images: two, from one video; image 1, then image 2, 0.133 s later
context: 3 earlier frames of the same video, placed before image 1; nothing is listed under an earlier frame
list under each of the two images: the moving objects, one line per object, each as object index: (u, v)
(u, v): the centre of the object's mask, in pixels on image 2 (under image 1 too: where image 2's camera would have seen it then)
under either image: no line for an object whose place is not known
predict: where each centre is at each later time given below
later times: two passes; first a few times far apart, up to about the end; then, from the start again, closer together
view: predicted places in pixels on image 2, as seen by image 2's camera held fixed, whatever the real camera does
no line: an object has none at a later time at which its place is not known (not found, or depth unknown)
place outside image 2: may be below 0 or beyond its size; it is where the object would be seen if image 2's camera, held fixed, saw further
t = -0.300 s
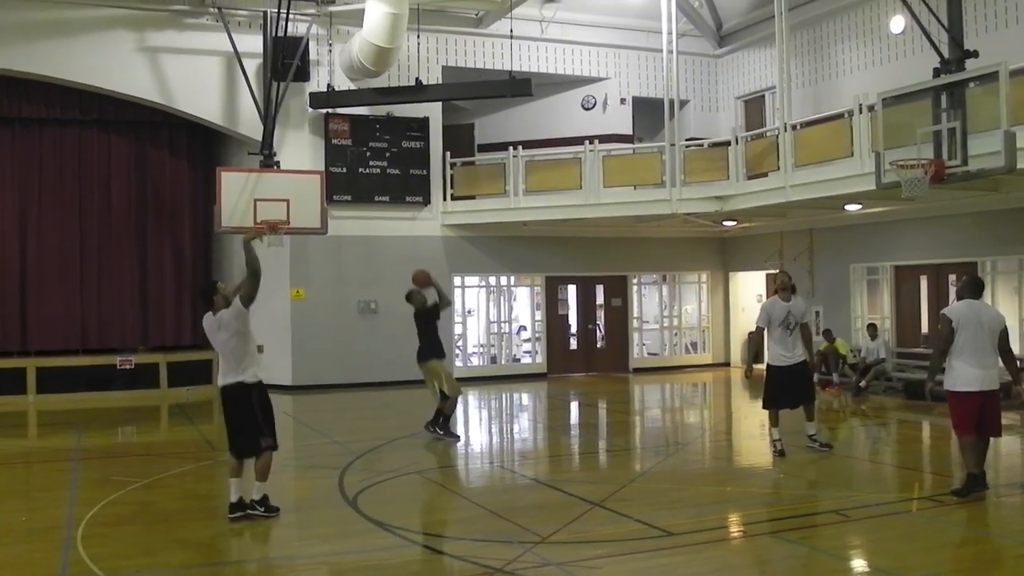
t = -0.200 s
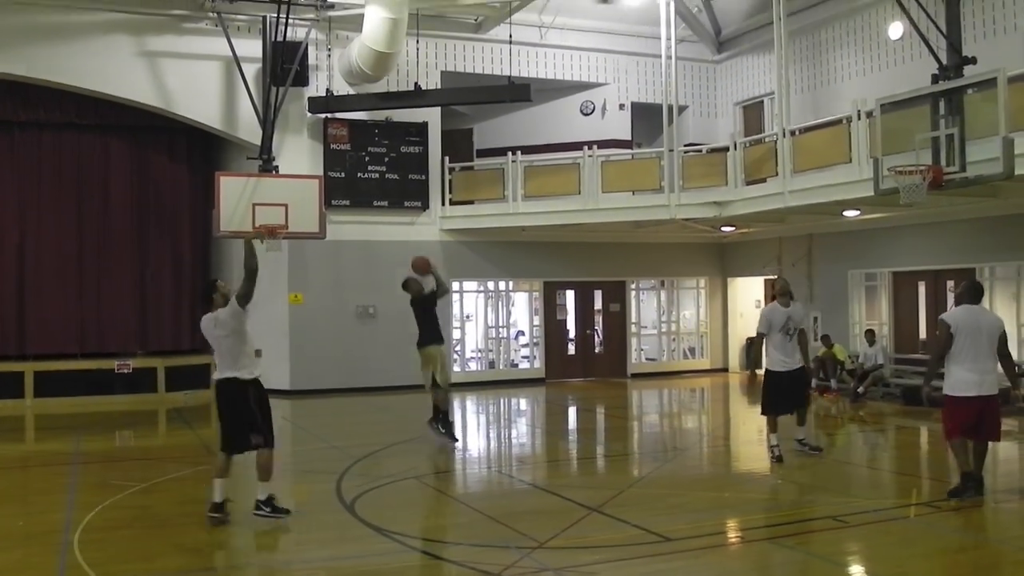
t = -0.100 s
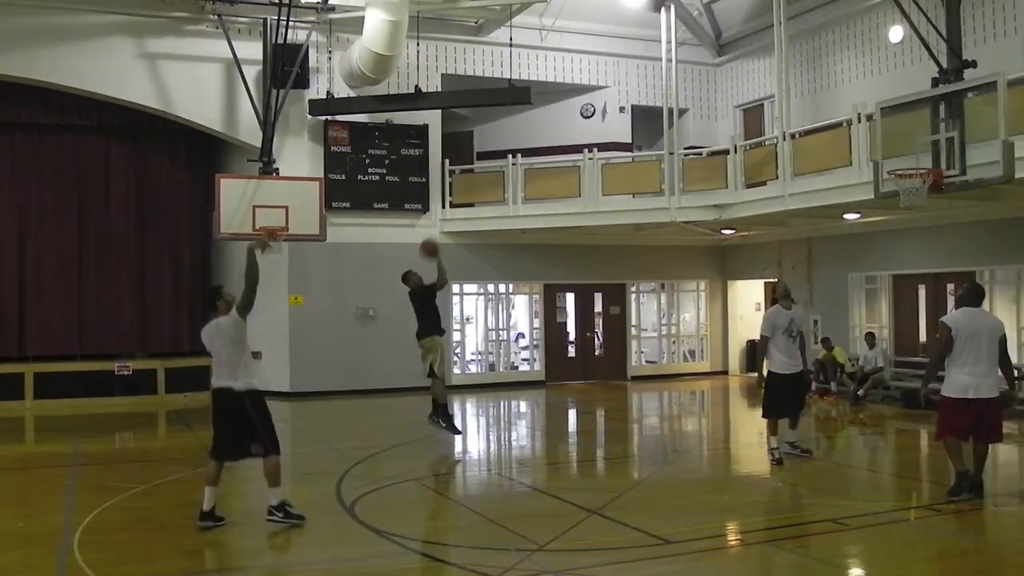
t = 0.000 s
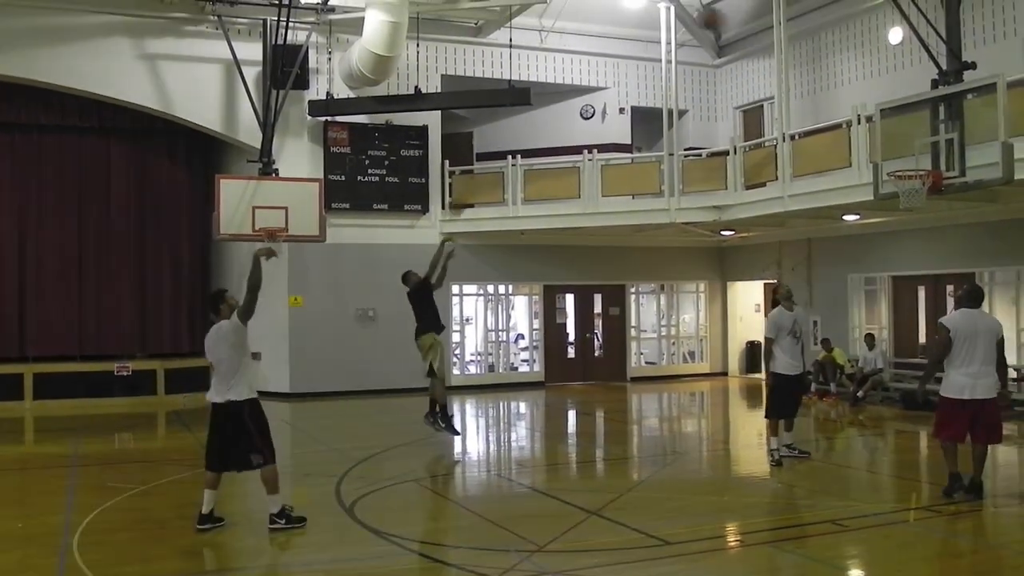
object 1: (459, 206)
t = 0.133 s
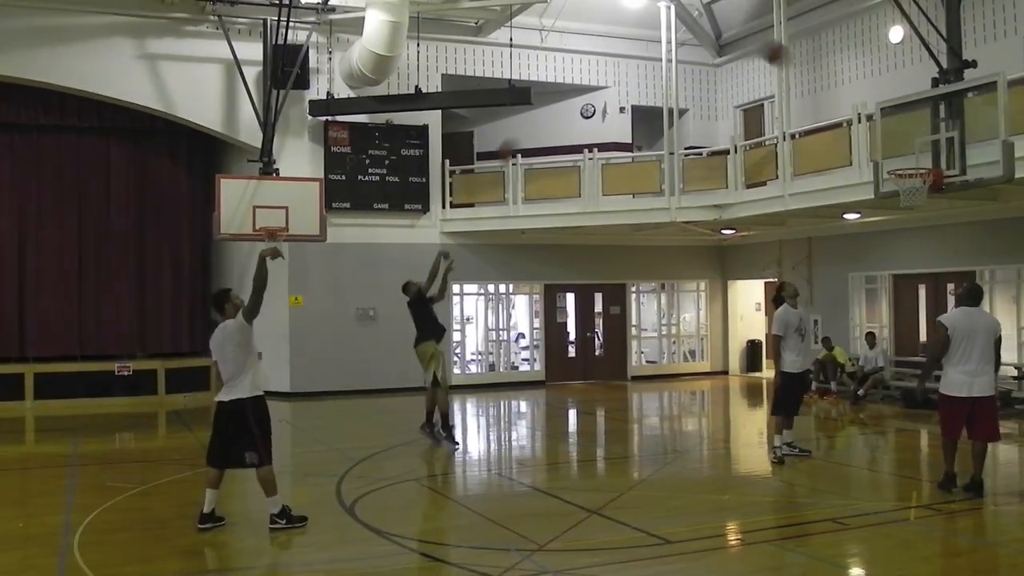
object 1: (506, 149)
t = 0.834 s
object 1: (791, 89)
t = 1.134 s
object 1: (907, 151)
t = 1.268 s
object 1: (936, 146)
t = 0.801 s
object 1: (776, 83)
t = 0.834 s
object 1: (791, 89)
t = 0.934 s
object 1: (835, 116)
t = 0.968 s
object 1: (849, 126)
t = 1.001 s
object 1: (866, 140)
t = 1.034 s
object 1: (881, 151)
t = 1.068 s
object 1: (893, 159)
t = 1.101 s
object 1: (900, 154)
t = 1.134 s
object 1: (907, 151)
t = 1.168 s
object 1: (915, 149)
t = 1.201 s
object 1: (922, 147)
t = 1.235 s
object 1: (928, 146)
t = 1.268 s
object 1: (936, 146)
